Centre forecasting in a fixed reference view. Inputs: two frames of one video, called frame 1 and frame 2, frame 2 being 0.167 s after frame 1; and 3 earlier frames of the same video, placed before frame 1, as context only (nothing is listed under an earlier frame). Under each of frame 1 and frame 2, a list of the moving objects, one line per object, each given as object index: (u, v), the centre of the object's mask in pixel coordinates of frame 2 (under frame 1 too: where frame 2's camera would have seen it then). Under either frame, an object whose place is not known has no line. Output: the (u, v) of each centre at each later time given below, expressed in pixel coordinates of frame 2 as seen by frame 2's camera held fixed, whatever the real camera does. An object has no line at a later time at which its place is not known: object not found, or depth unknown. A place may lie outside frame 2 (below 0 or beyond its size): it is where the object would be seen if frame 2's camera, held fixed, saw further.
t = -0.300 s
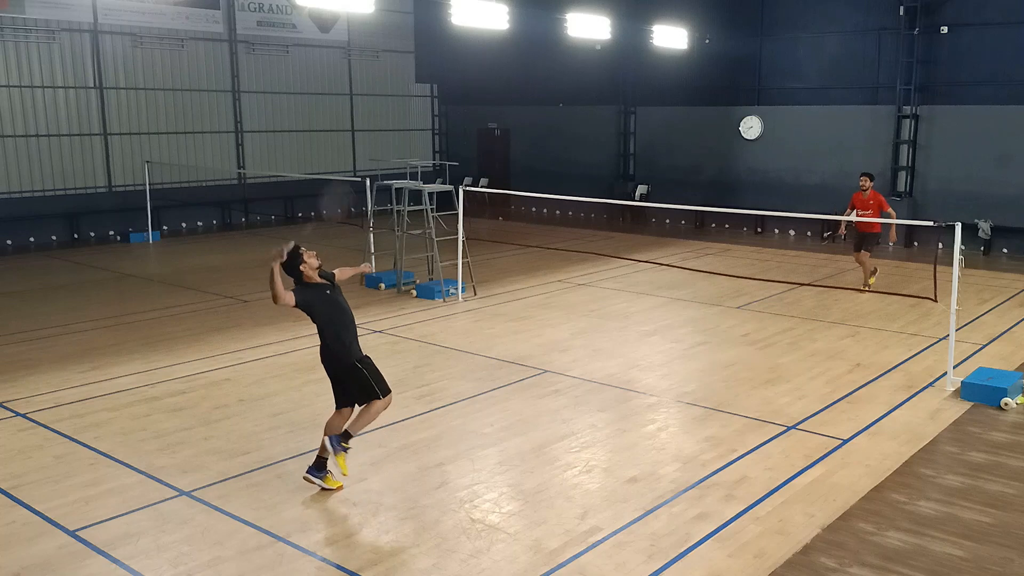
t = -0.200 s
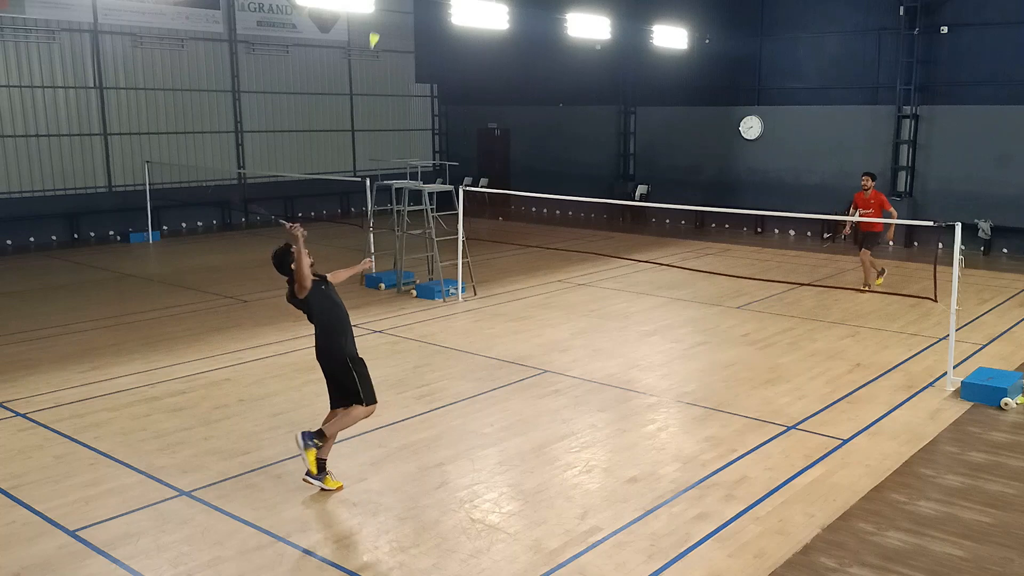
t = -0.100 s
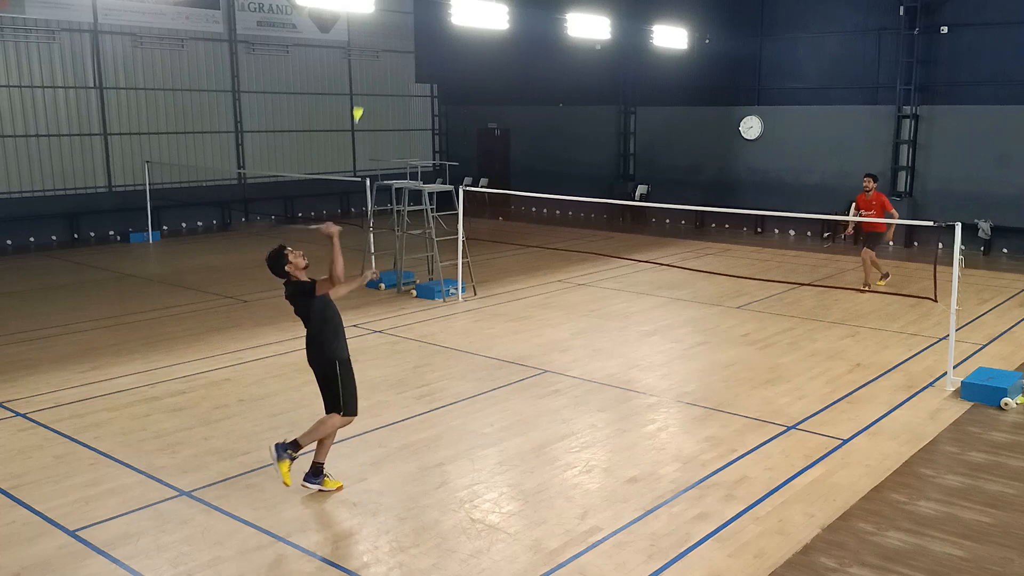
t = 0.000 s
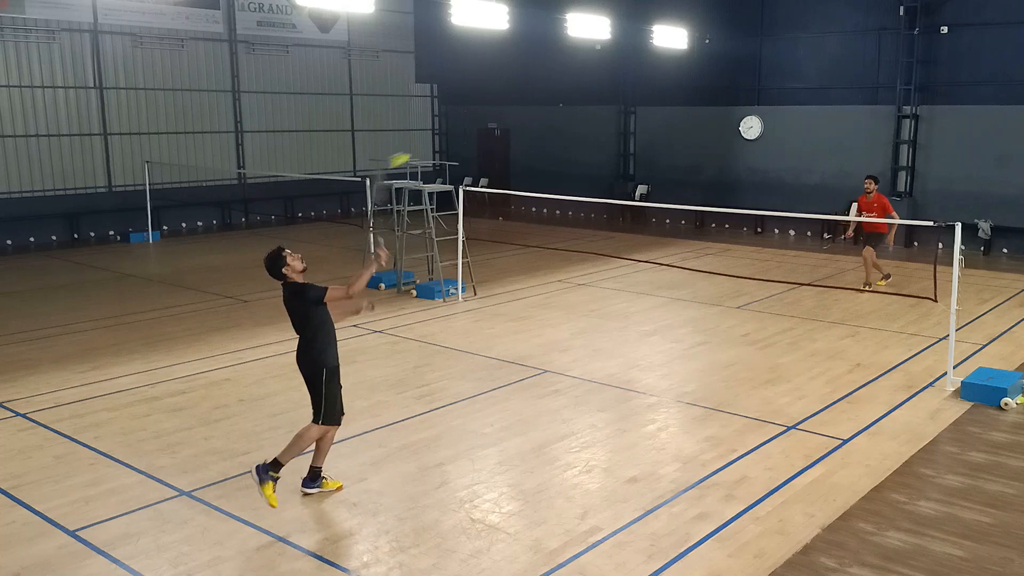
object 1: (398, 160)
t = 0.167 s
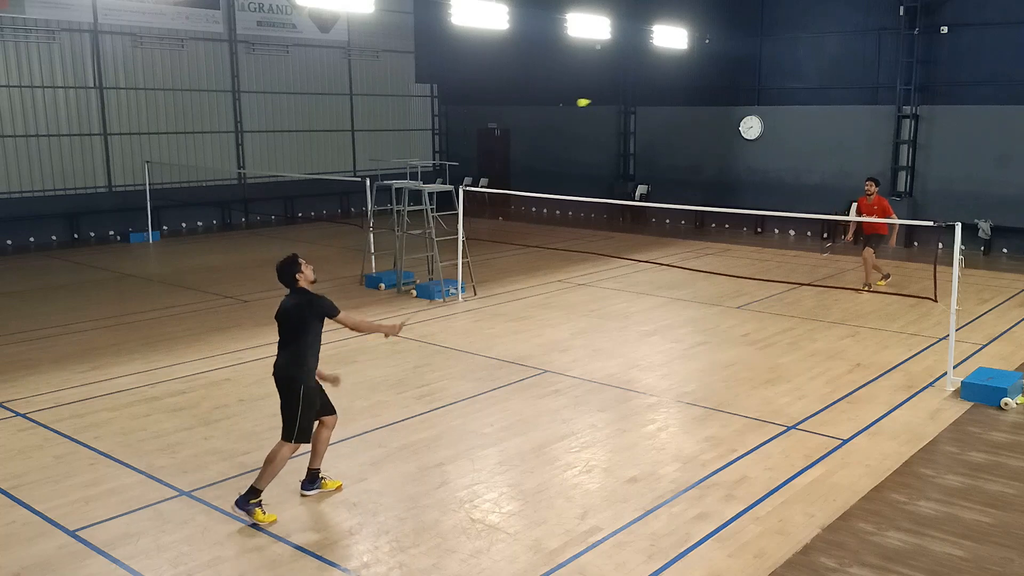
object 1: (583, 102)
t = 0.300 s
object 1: (665, 99)
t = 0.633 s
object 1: (779, 158)
